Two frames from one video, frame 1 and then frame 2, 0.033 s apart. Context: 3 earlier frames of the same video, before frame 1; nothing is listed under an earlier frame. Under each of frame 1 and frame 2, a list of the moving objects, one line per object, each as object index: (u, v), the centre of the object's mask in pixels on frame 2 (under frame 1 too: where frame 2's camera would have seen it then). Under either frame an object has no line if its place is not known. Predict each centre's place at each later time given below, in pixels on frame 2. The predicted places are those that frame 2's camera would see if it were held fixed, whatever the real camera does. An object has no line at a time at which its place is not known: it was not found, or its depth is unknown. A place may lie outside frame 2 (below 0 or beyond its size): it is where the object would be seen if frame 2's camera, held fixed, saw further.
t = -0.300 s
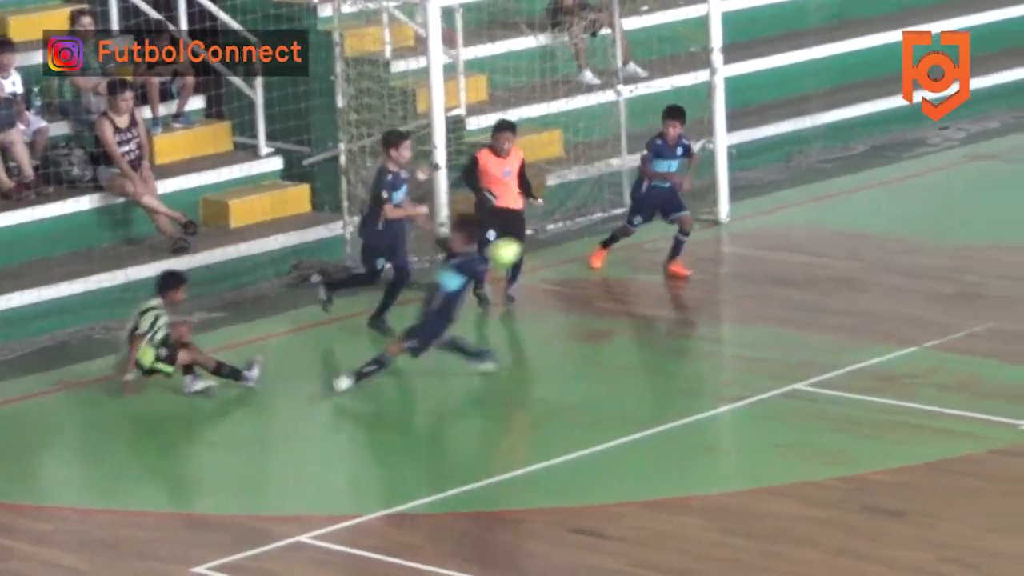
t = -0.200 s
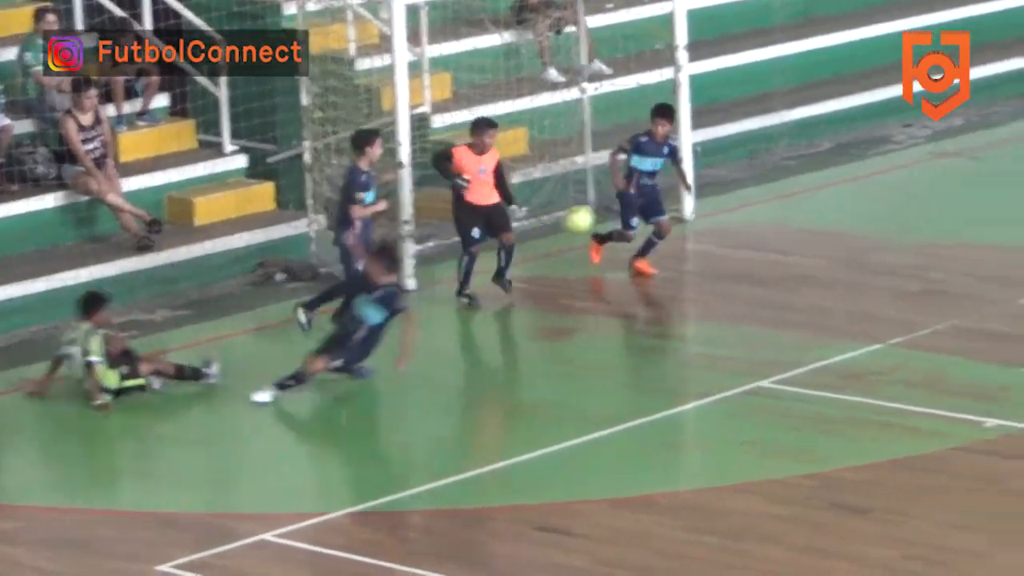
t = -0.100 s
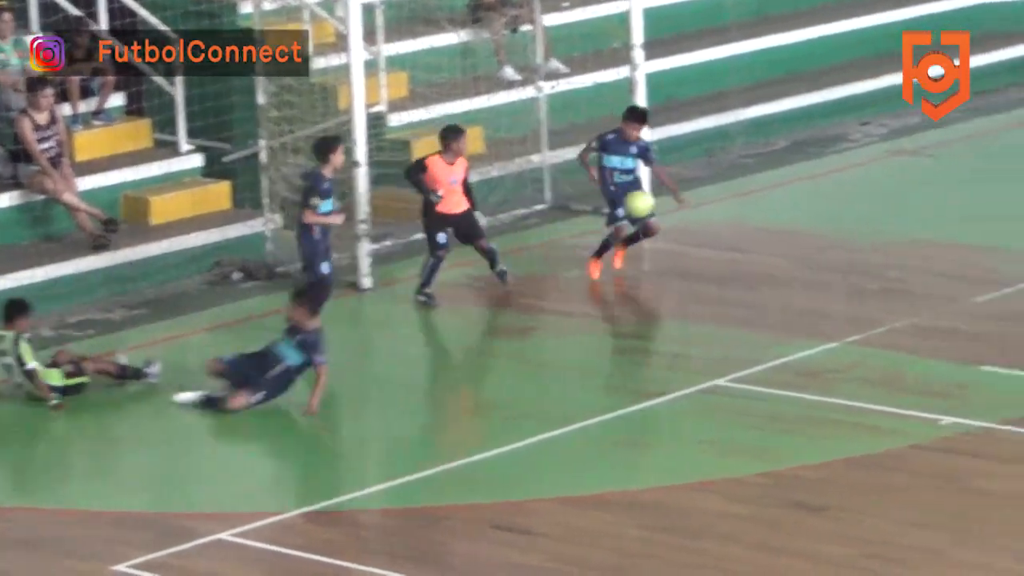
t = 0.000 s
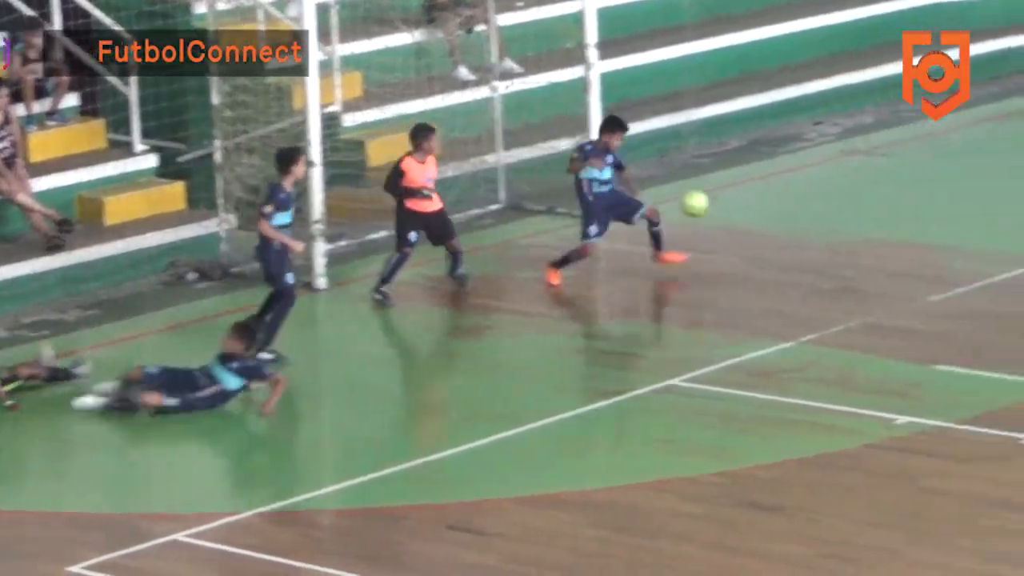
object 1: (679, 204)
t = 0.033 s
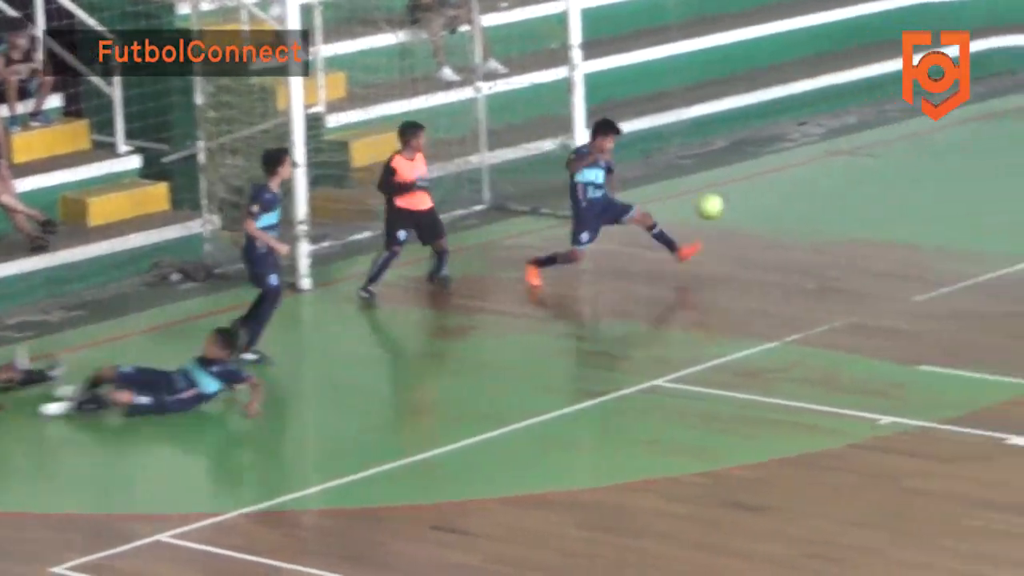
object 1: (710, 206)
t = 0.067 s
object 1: (741, 211)
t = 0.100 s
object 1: (771, 216)
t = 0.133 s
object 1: (802, 222)
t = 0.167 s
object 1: (827, 219)
